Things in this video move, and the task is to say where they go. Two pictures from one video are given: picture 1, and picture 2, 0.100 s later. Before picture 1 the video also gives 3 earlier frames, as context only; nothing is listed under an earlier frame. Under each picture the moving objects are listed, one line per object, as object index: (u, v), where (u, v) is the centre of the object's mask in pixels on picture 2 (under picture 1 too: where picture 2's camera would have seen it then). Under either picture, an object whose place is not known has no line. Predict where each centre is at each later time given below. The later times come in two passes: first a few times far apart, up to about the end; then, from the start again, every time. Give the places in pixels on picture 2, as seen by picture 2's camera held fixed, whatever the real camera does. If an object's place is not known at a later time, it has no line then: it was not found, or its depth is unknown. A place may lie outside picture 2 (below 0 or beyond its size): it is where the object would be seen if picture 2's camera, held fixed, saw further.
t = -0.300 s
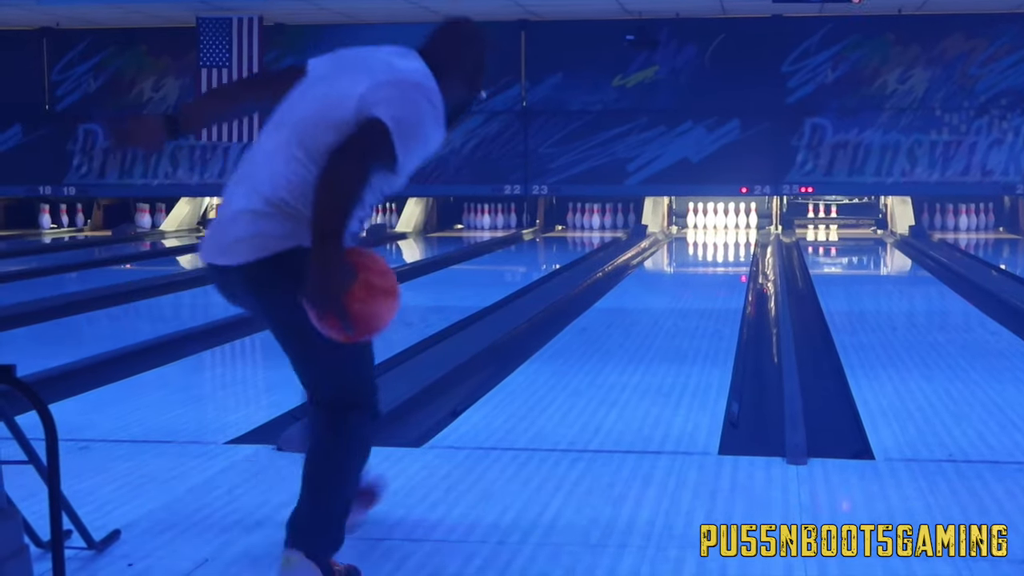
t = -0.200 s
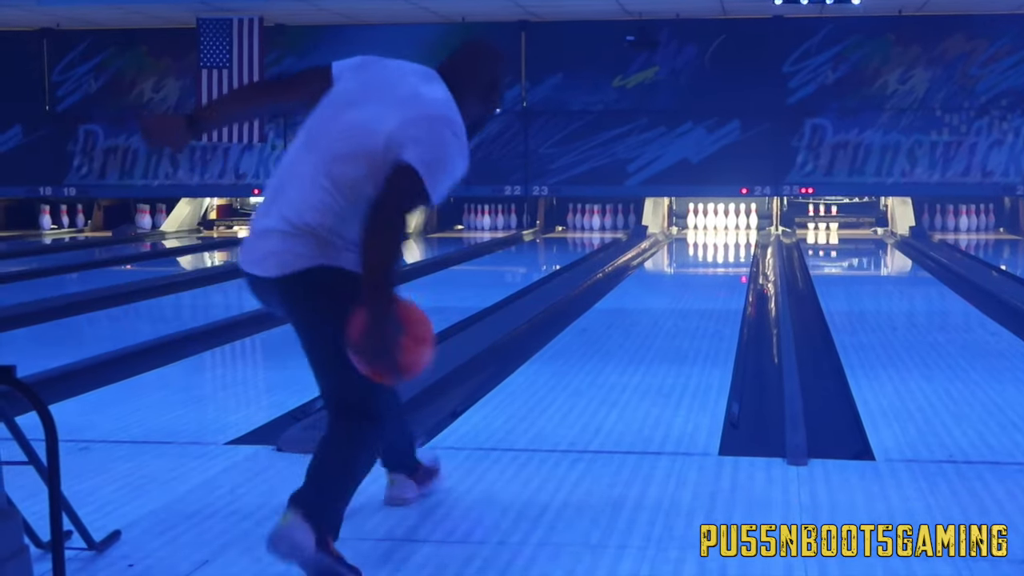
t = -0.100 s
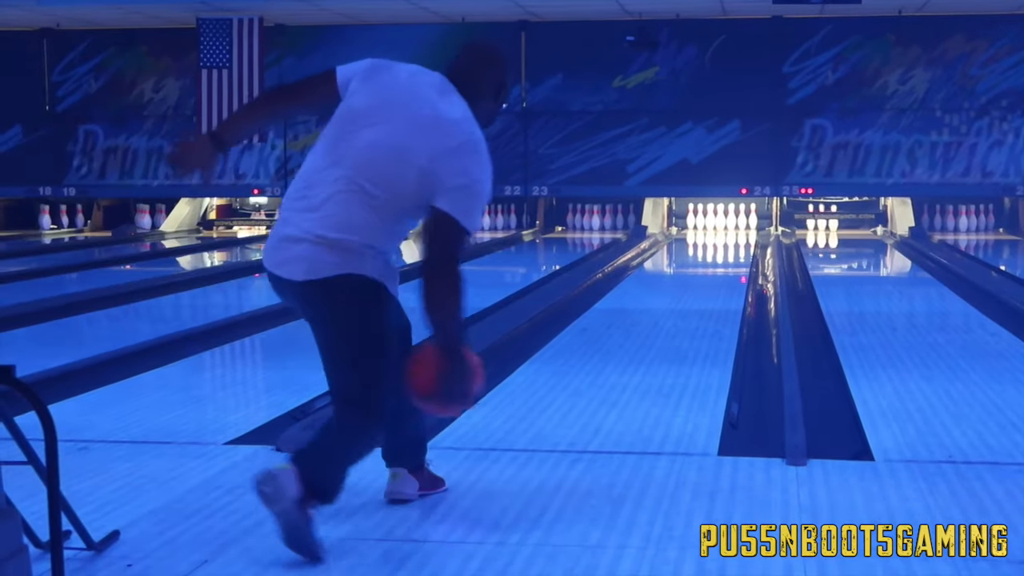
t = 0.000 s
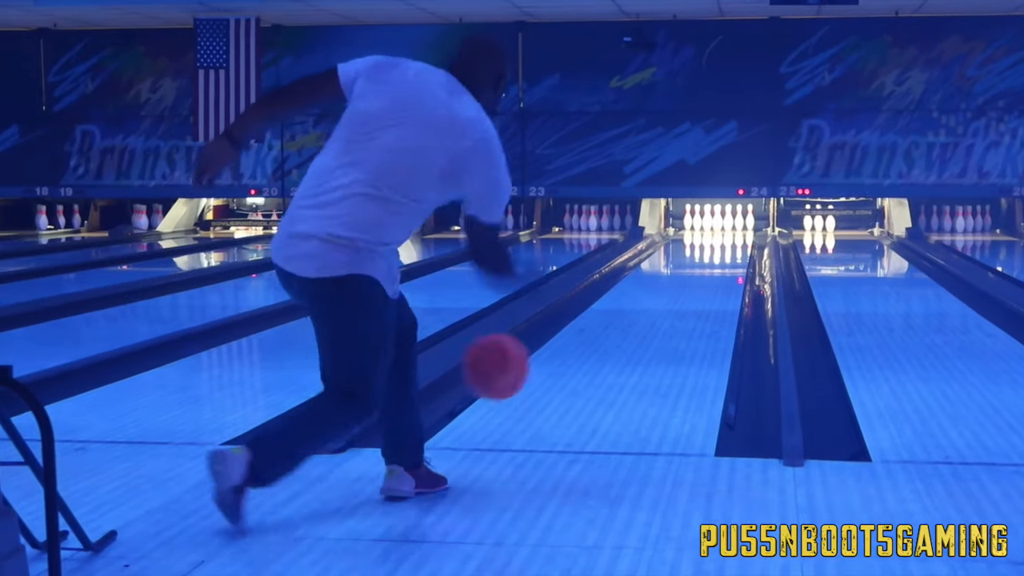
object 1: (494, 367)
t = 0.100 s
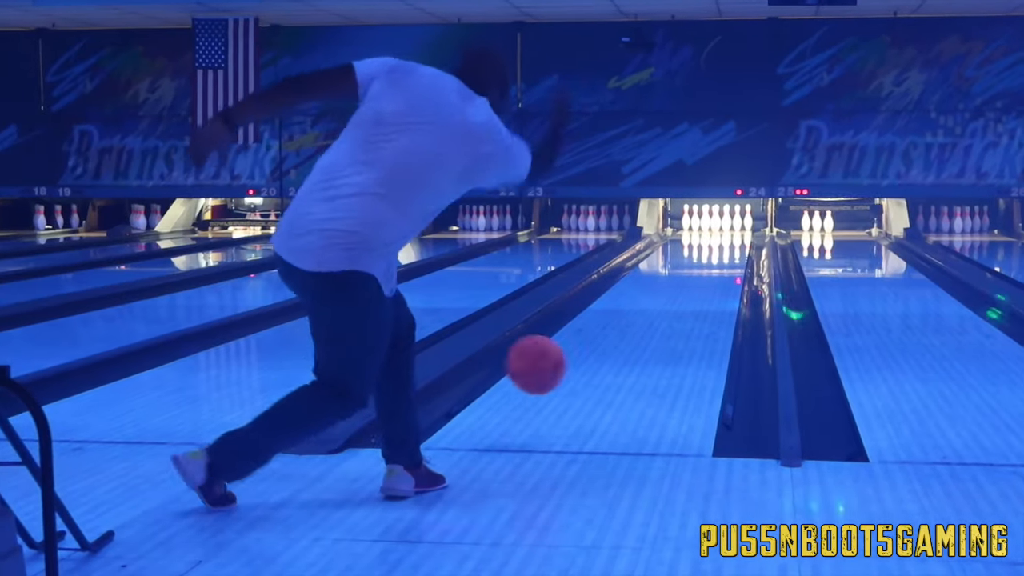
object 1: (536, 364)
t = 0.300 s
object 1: (597, 368)
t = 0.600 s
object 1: (652, 324)
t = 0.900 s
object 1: (684, 295)
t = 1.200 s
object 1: (702, 275)
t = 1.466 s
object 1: (713, 261)
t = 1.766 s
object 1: (720, 250)
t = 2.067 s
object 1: (724, 241)
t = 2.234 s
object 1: (725, 237)
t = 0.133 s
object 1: (548, 369)
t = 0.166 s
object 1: (559, 377)
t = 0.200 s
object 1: (570, 387)
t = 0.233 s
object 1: (579, 381)
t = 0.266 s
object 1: (588, 374)
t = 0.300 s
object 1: (597, 368)
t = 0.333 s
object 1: (605, 363)
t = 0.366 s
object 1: (612, 357)
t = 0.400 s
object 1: (619, 352)
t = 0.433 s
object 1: (625, 346)
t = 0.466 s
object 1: (631, 341)
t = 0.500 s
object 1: (637, 336)
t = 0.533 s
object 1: (642, 332)
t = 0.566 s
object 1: (647, 328)
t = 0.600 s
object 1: (652, 324)
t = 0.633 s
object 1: (656, 320)
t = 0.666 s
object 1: (660, 316)
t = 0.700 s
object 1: (664, 312)
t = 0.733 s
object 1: (668, 309)
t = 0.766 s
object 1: (671, 306)
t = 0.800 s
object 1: (675, 303)
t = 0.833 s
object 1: (678, 300)
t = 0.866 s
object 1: (681, 297)
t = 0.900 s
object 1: (684, 295)
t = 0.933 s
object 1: (686, 292)
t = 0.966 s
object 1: (688, 290)
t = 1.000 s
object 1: (691, 288)
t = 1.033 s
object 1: (693, 285)
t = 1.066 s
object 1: (695, 283)
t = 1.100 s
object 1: (697, 281)
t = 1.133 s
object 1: (699, 279)
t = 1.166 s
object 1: (700, 277)
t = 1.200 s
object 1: (702, 275)
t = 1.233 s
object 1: (704, 273)
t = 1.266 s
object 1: (705, 271)
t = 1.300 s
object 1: (706, 269)
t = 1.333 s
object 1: (708, 268)
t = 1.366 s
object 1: (709, 266)
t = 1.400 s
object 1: (711, 264)
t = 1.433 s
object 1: (712, 263)
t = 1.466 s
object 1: (713, 261)
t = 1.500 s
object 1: (714, 260)
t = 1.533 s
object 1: (714, 259)
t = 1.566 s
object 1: (716, 257)
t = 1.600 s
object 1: (717, 256)
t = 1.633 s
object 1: (718, 254)
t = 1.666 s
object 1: (719, 253)
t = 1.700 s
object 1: (719, 252)
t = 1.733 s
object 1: (720, 251)
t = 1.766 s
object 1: (720, 250)
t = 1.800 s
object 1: (721, 249)
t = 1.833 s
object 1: (721, 248)
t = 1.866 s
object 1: (722, 247)
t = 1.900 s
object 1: (723, 246)
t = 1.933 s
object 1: (723, 245)
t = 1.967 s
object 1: (724, 244)
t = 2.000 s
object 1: (724, 243)
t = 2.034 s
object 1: (724, 242)
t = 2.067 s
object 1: (724, 241)
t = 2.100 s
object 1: (724, 240)
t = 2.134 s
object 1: (725, 240)
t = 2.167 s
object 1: (725, 239)
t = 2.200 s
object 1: (725, 238)
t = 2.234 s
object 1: (725, 237)
